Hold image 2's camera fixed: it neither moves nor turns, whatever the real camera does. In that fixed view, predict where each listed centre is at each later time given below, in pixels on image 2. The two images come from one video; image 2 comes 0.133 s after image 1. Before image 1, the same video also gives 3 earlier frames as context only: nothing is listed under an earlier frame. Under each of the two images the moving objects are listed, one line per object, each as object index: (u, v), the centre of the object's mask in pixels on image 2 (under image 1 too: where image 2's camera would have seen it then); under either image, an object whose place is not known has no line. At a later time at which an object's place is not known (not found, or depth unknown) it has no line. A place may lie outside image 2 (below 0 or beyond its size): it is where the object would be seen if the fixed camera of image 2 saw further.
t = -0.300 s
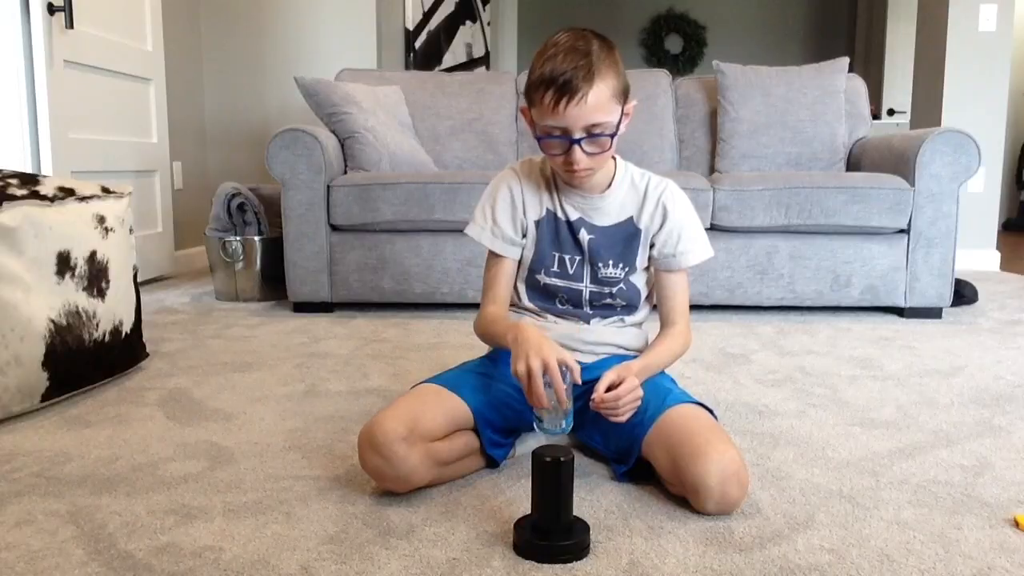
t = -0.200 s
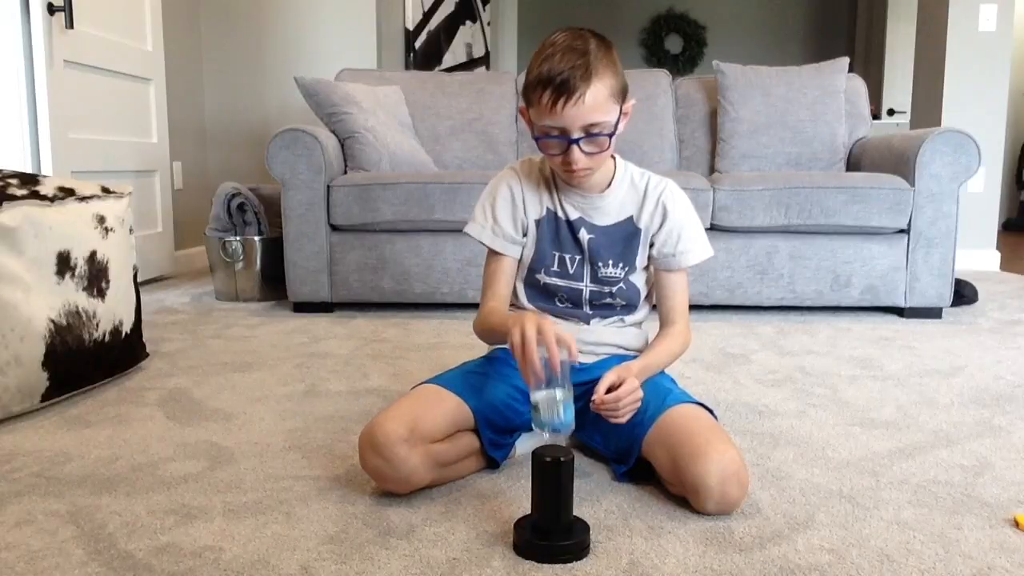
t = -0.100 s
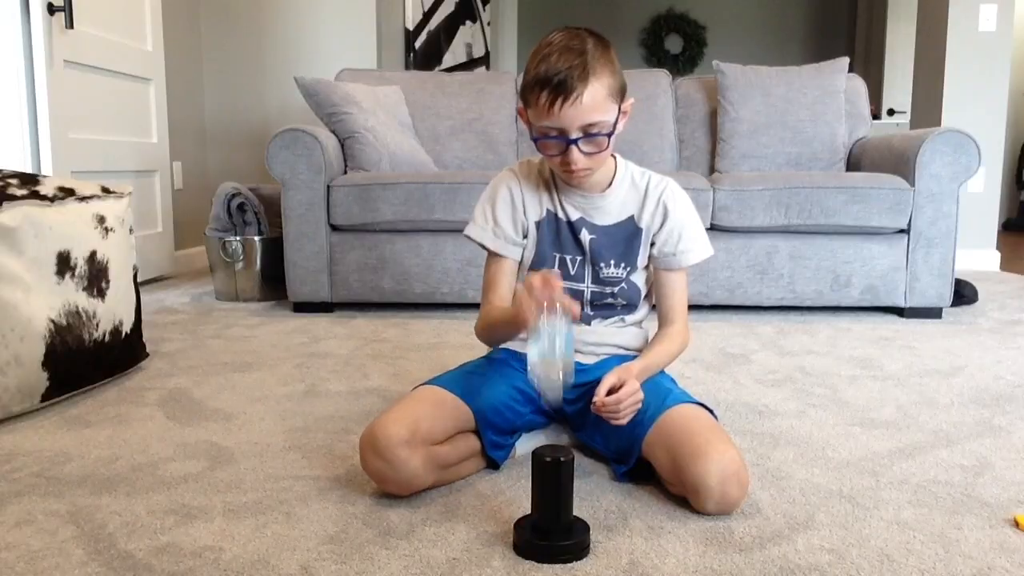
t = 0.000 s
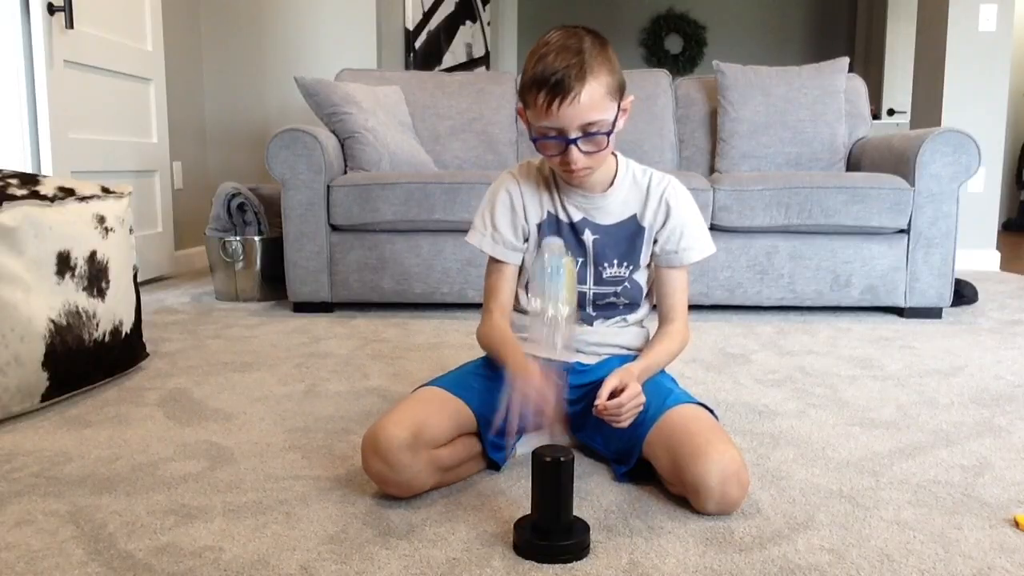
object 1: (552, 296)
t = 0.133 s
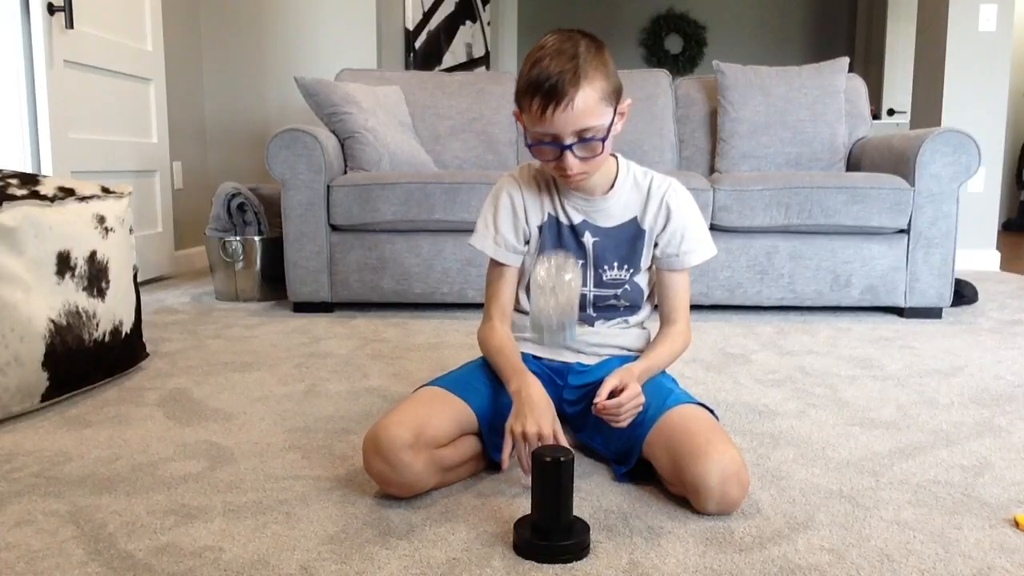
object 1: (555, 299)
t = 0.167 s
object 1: (555, 332)
